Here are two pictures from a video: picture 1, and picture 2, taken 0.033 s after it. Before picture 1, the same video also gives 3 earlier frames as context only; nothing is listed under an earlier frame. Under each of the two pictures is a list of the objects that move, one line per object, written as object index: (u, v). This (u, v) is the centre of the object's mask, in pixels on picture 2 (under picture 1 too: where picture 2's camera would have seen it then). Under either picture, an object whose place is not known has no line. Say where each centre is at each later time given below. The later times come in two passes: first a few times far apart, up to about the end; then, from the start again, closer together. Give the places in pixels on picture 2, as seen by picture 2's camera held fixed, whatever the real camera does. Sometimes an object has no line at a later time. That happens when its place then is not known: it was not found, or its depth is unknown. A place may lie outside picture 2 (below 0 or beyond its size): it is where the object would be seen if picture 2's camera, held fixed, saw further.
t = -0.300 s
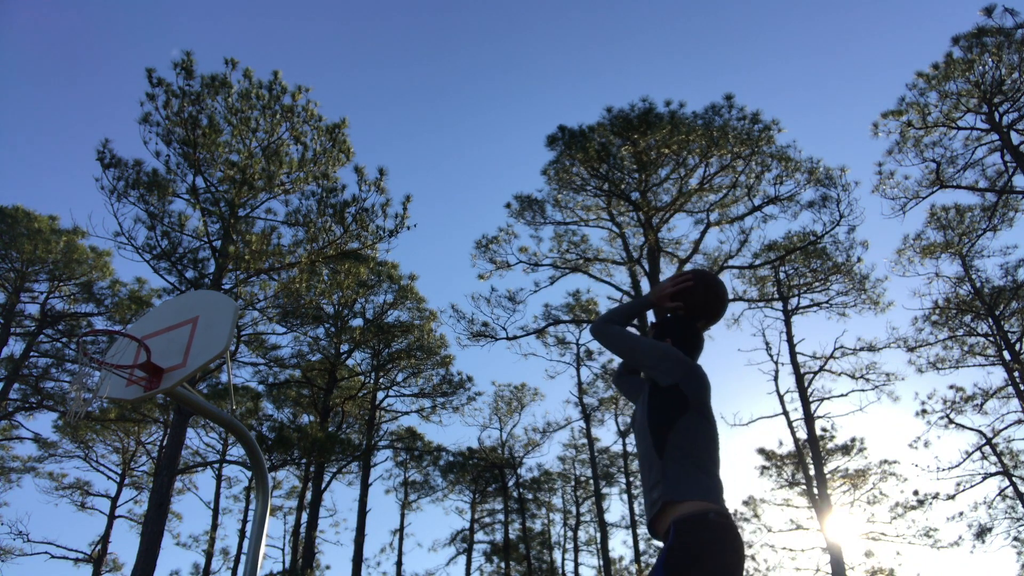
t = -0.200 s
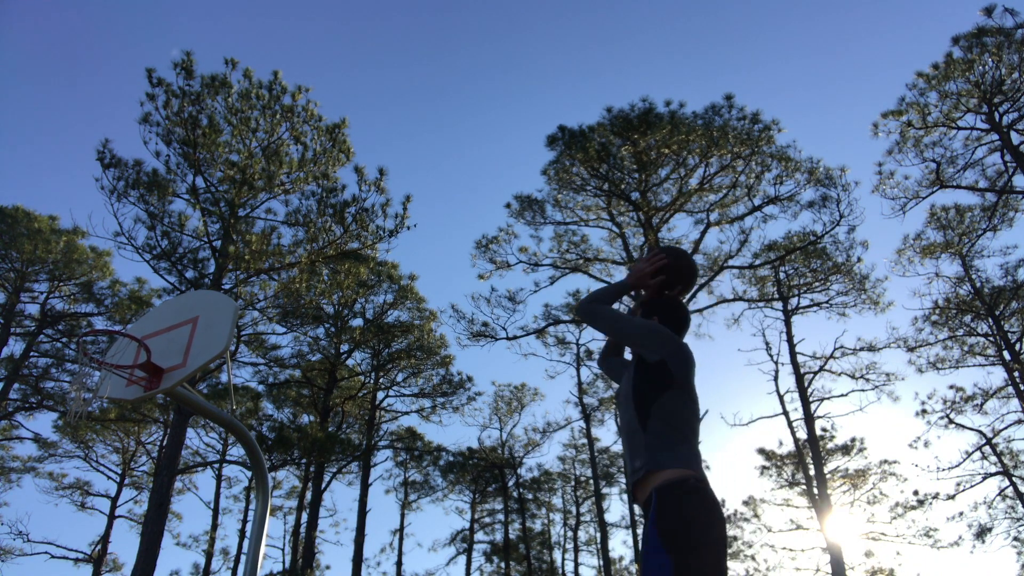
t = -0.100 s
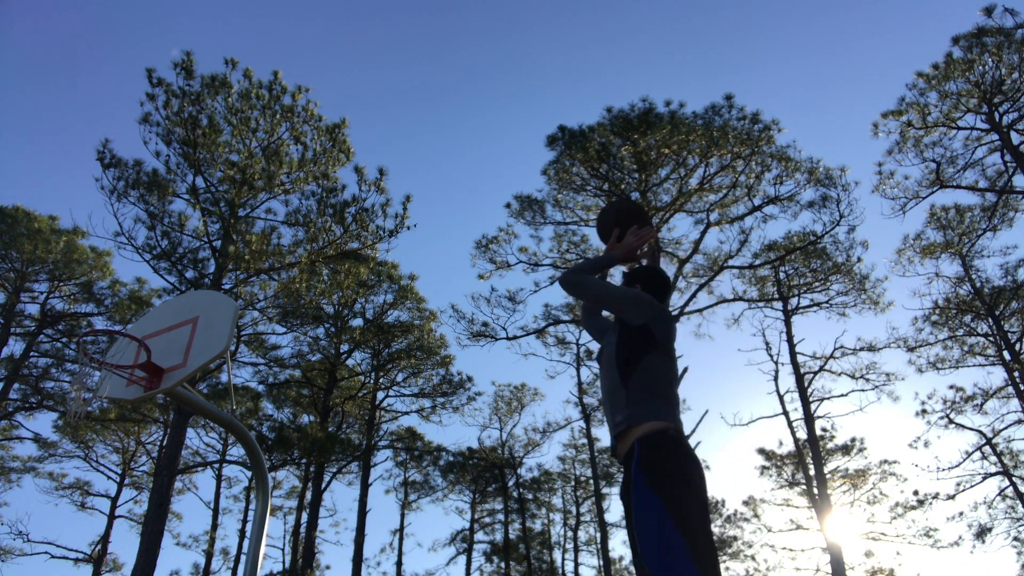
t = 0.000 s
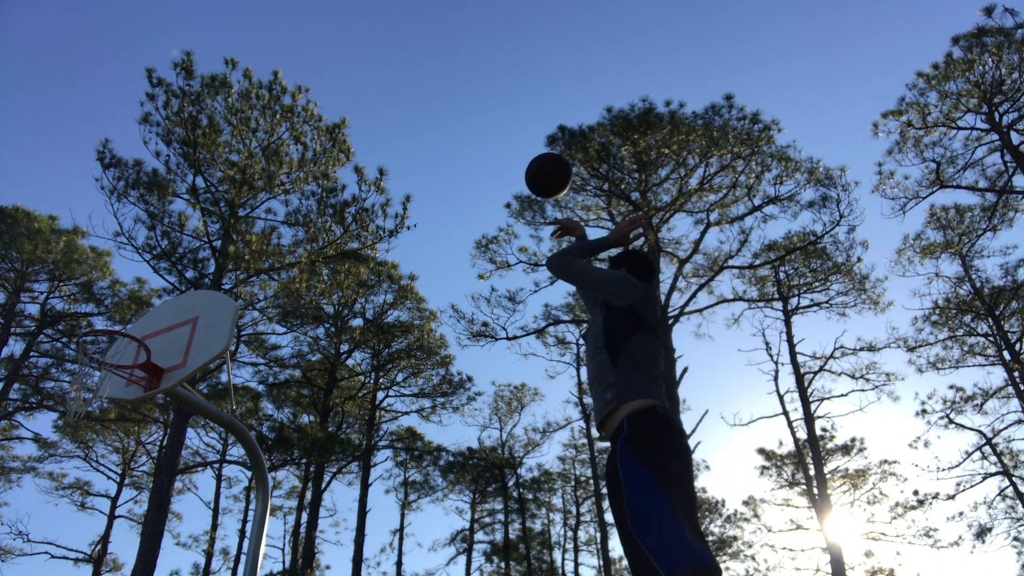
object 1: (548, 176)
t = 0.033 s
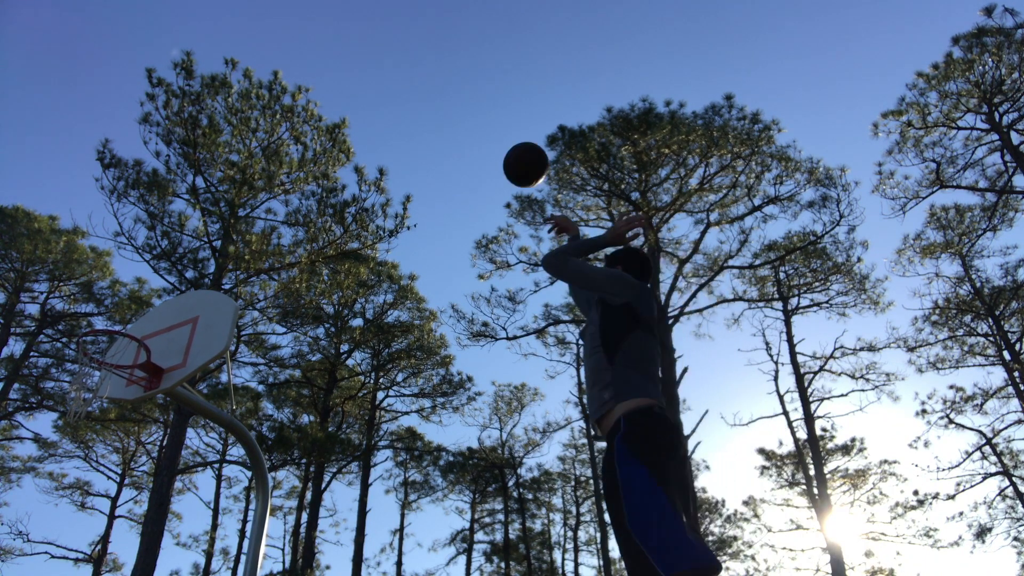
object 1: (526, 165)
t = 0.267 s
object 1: (399, 135)
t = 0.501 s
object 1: (298, 164)
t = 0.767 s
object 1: (184, 258)
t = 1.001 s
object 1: (76, 392)
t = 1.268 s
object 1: (13, 524)
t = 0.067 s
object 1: (504, 156)
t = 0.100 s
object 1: (485, 148)
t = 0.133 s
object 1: (466, 143)
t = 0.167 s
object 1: (448, 139)
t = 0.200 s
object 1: (431, 136)
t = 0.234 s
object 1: (415, 135)
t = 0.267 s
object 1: (399, 135)
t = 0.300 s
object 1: (384, 136)
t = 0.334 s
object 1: (369, 138)
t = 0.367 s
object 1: (354, 141)
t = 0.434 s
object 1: (326, 151)
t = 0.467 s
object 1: (311, 156)
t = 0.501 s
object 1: (298, 164)
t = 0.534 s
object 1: (285, 172)
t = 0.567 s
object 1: (271, 181)
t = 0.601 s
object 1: (257, 191)
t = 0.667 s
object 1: (228, 214)
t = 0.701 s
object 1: (213, 227)
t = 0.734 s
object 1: (199, 242)
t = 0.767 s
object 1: (184, 258)
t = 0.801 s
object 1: (167, 275)
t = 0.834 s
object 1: (151, 293)
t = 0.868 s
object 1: (135, 313)
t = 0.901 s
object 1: (118, 334)
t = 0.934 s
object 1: (99, 356)
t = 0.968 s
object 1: (85, 374)
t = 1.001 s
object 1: (76, 392)
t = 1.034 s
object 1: (70, 406)
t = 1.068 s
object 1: (62, 416)
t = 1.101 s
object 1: (55, 430)
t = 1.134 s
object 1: (48, 446)
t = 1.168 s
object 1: (39, 463)
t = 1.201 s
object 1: (30, 482)
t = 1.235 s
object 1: (20, 502)
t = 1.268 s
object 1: (13, 524)
